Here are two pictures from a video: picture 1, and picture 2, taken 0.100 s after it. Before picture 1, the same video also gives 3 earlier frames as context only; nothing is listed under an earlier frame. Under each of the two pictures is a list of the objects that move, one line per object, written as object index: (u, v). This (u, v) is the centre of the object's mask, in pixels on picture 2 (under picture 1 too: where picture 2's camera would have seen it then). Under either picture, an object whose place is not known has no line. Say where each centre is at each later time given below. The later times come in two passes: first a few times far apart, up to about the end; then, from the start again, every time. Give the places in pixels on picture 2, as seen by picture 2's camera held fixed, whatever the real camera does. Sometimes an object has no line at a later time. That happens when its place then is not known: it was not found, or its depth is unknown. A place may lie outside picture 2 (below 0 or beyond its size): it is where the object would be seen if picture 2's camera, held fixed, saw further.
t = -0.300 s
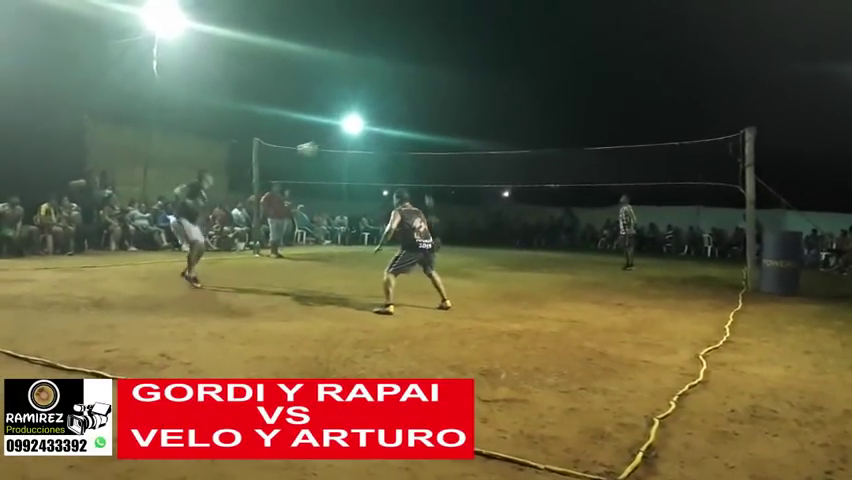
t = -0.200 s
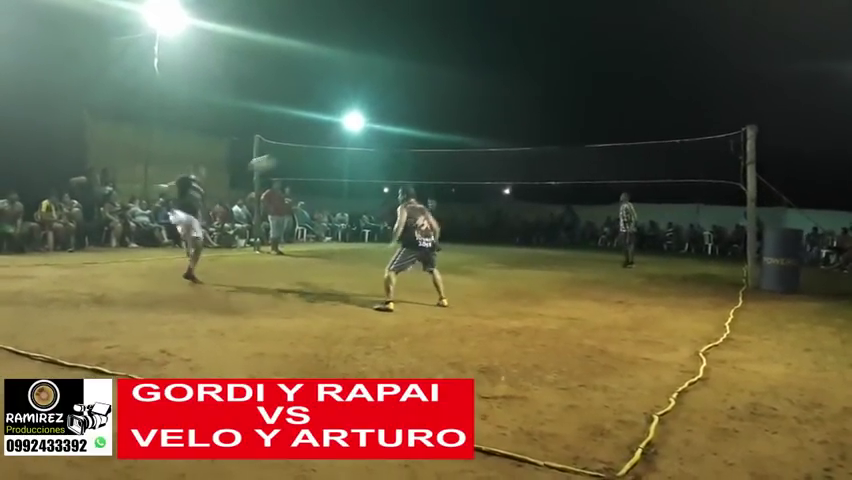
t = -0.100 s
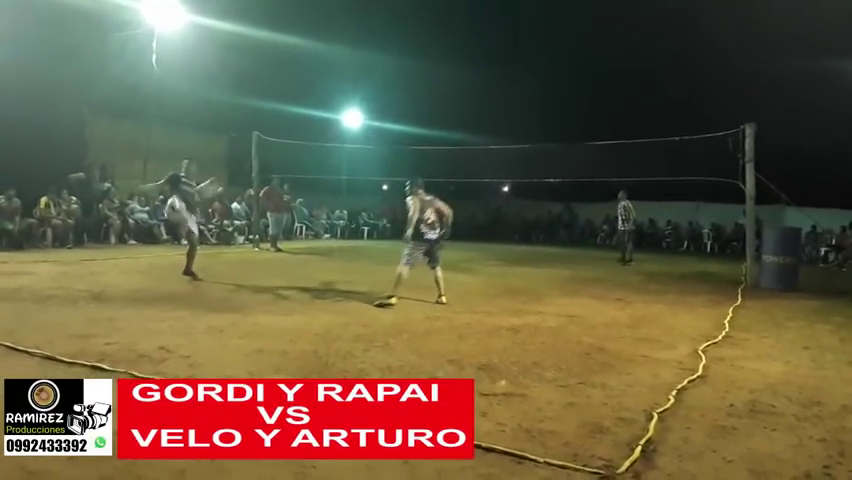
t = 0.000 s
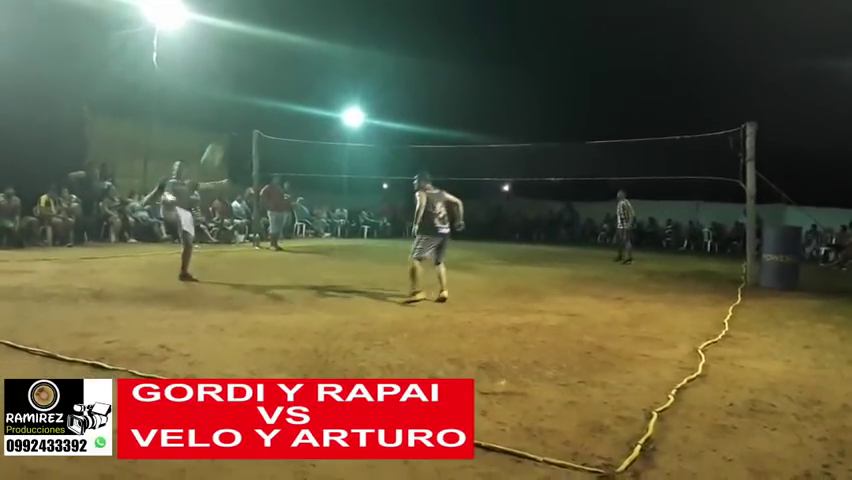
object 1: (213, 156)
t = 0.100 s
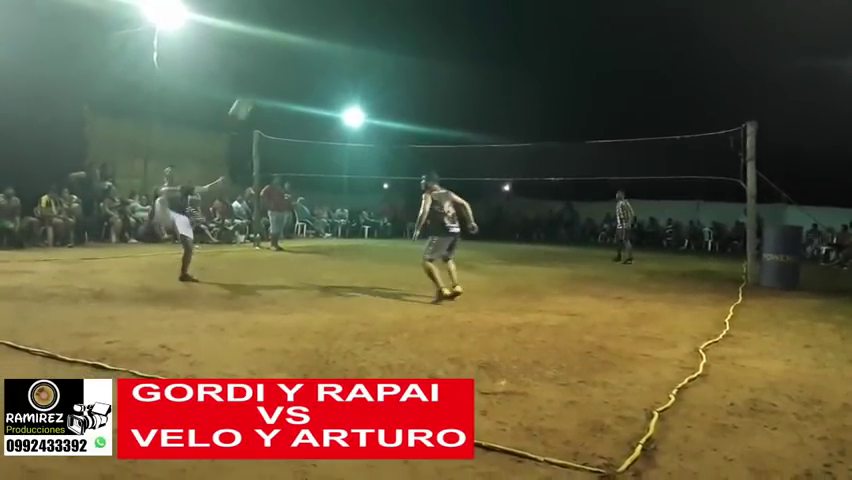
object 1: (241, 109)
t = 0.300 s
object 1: (292, 41)
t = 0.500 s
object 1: (339, 6)
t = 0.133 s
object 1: (249, 96)
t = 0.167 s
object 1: (258, 83)
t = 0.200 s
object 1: (267, 71)
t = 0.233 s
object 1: (276, 60)
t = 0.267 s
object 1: (283, 50)
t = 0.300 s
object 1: (292, 41)
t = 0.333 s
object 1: (300, 33)
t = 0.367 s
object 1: (308, 26)
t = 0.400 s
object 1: (316, 19)
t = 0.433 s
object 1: (325, 14)
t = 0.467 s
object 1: (332, 10)
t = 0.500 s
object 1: (339, 6)
